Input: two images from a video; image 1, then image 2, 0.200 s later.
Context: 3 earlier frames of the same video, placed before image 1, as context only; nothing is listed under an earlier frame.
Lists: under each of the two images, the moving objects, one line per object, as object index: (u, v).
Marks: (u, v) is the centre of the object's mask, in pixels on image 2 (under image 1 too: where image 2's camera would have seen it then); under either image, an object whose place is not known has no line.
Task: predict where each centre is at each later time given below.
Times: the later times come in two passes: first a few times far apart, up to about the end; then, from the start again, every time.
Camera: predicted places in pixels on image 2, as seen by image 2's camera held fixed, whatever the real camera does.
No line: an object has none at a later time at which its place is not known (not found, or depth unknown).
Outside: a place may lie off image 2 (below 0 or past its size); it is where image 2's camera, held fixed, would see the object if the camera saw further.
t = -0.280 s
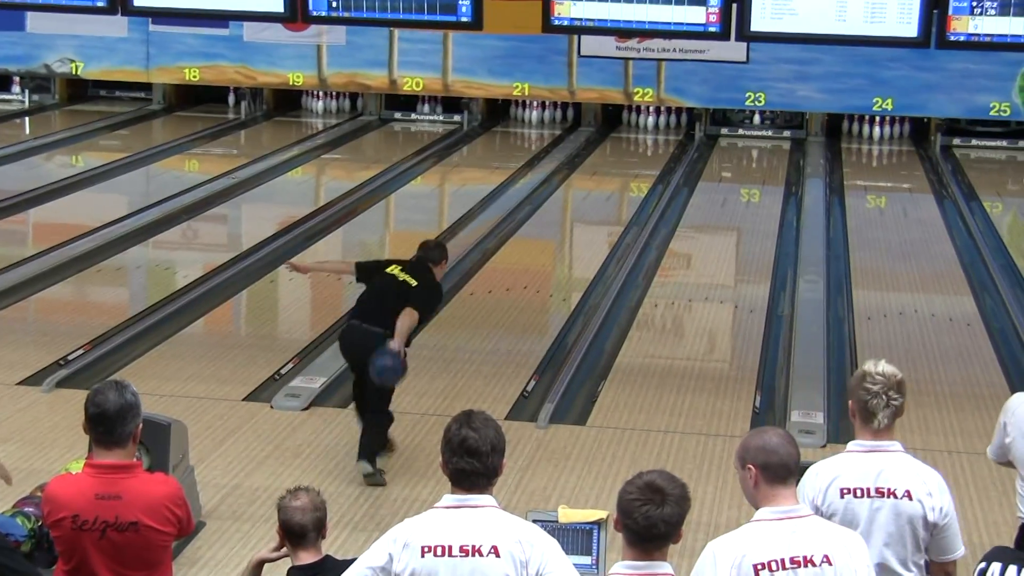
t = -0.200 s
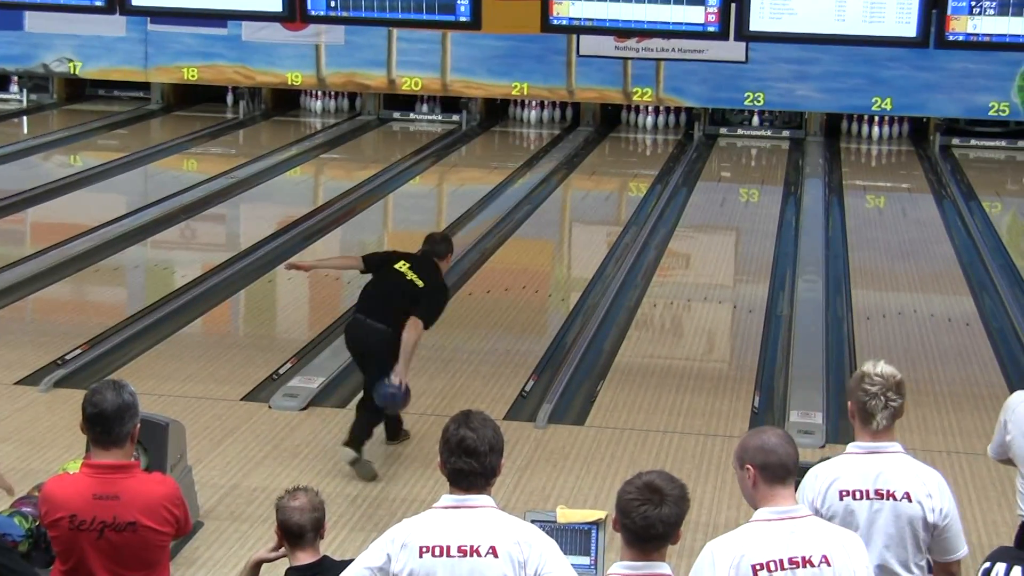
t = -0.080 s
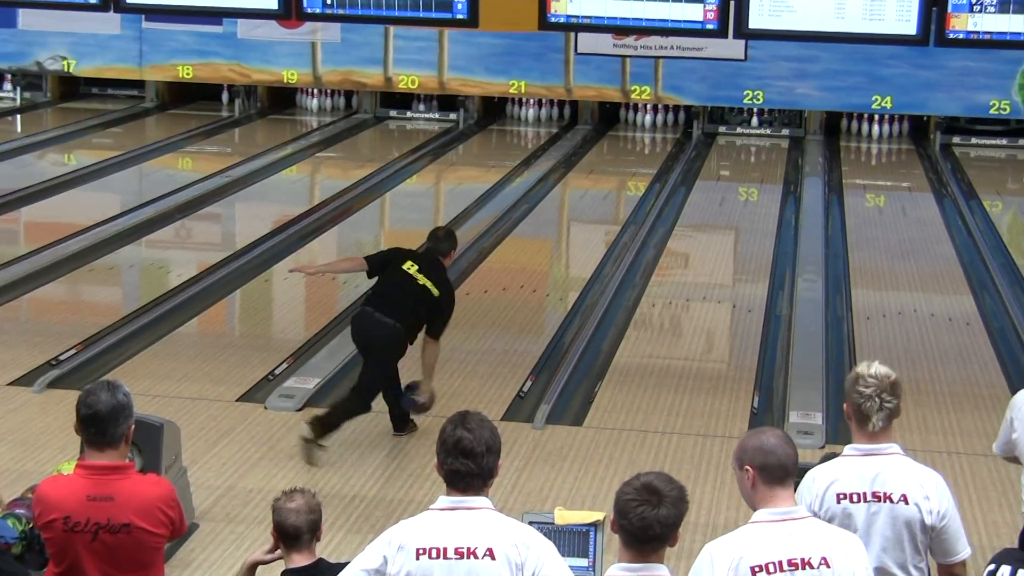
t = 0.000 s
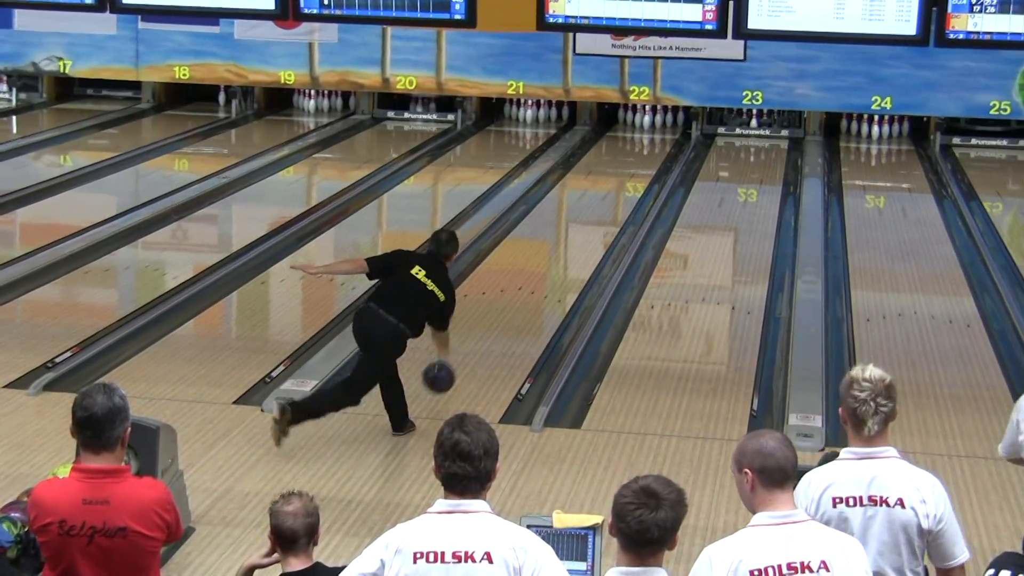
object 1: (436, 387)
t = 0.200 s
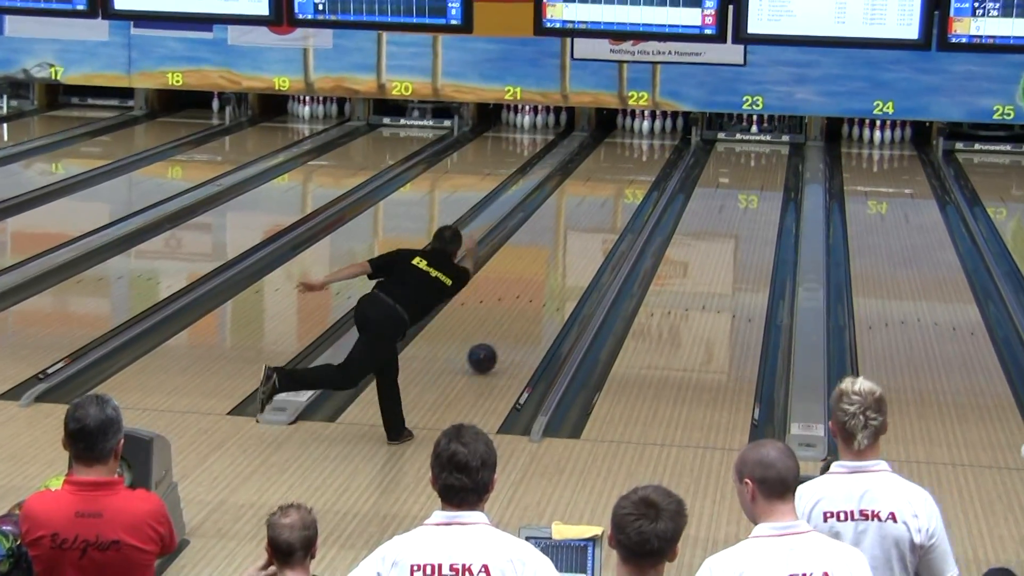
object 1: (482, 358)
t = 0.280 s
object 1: (498, 338)
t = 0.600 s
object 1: (550, 282)
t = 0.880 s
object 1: (583, 244)
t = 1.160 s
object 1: (610, 215)
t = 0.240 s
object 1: (491, 347)
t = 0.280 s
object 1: (498, 338)
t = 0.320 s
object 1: (506, 332)
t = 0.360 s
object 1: (513, 324)
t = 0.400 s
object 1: (520, 316)
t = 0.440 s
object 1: (526, 309)
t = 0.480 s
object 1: (532, 302)
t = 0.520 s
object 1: (538, 295)
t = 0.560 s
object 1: (544, 288)
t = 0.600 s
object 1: (550, 282)
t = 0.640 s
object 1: (555, 276)
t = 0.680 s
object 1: (560, 270)
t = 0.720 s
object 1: (565, 264)
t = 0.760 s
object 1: (570, 259)
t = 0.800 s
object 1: (575, 254)
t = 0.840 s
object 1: (579, 249)
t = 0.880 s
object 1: (583, 244)
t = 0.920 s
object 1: (588, 239)
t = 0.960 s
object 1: (592, 235)
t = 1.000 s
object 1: (595, 230)
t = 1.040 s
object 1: (599, 226)
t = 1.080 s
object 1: (603, 223)
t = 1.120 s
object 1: (606, 219)
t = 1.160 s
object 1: (610, 215)
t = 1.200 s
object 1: (613, 211)
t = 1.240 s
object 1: (616, 207)
